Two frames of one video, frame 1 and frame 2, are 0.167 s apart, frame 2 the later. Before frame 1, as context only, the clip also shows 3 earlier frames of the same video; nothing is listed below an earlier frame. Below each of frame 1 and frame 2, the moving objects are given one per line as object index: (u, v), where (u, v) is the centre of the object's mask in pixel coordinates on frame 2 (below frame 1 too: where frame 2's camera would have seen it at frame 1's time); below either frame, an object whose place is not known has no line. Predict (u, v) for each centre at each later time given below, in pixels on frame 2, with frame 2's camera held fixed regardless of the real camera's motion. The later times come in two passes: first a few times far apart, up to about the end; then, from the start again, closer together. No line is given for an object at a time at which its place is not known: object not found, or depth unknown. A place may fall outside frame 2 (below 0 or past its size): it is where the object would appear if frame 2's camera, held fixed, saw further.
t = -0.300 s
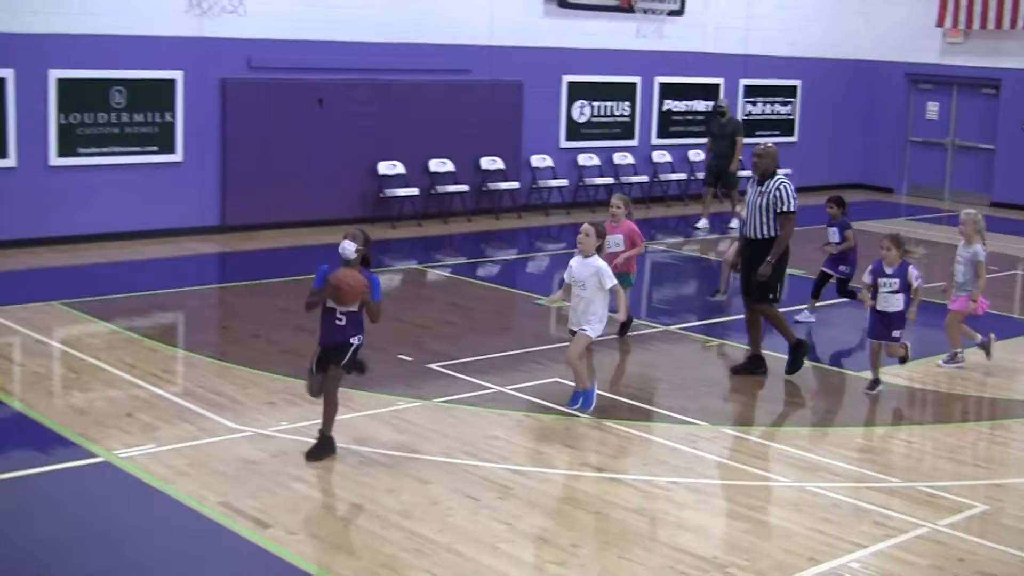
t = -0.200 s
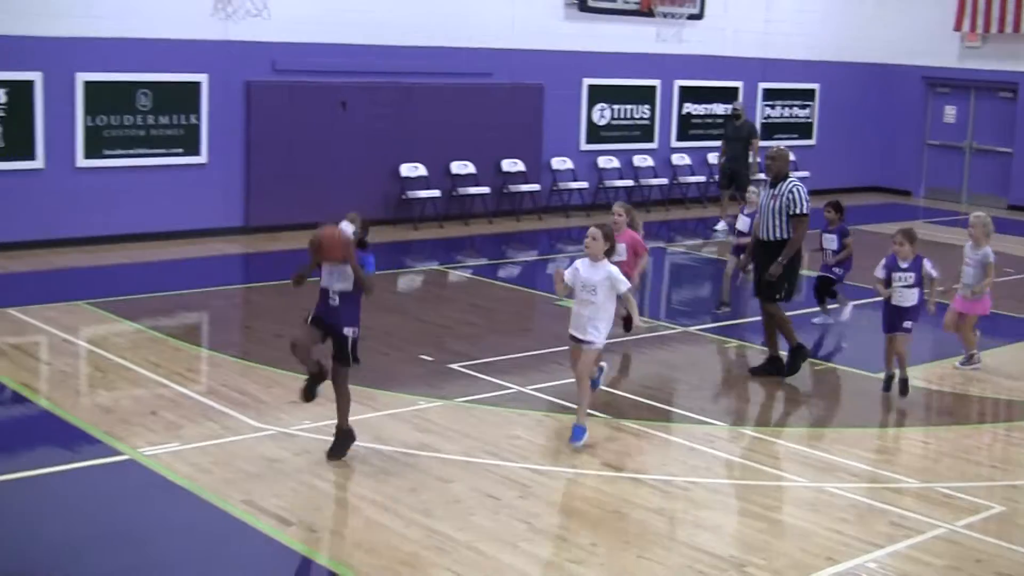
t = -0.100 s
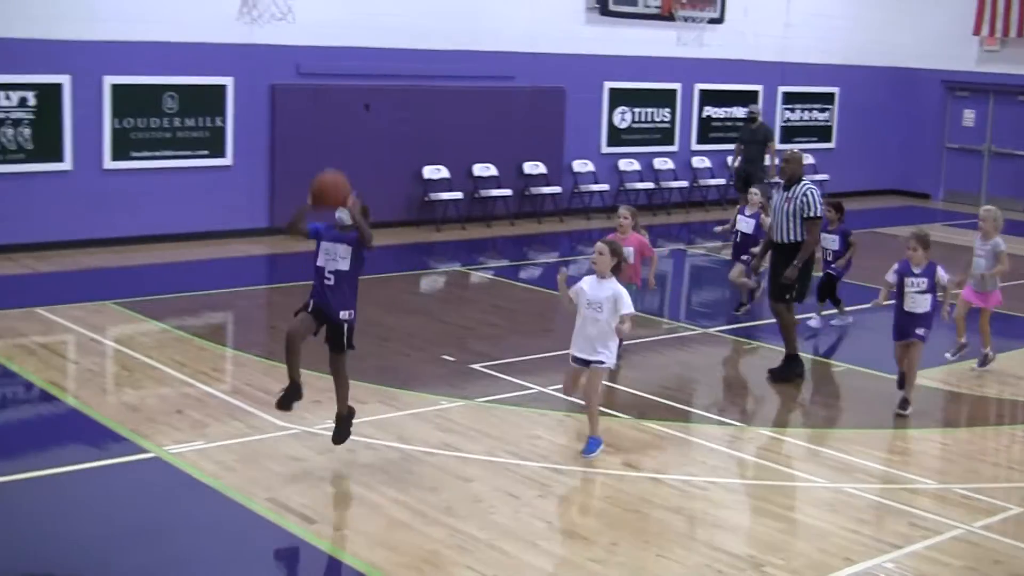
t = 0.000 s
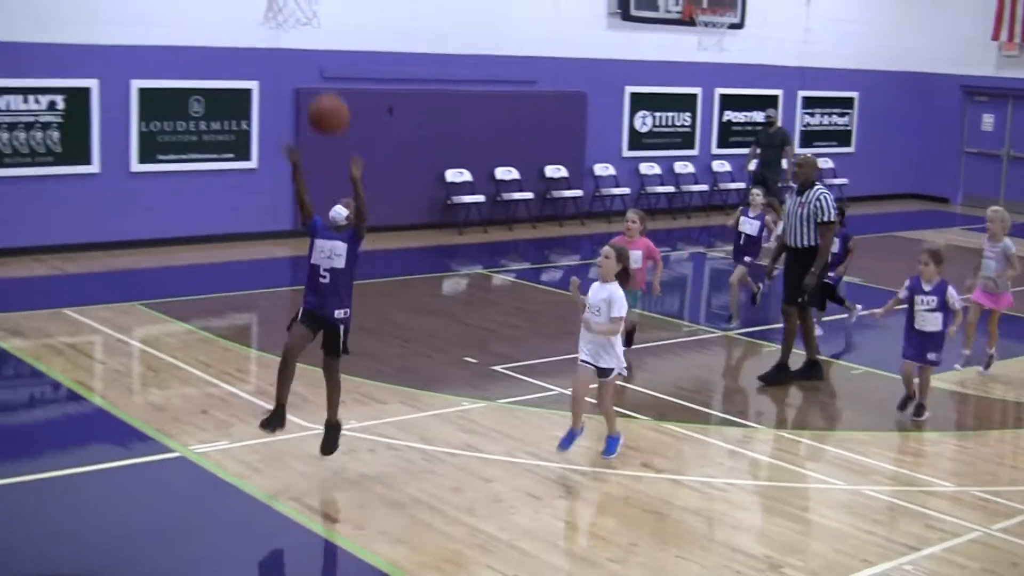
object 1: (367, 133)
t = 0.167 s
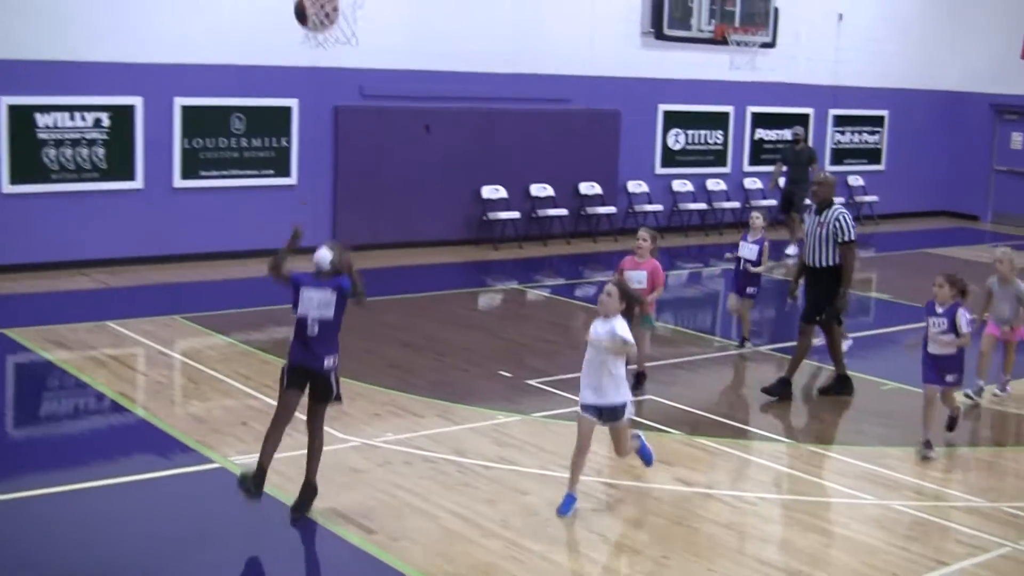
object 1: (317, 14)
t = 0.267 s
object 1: (276, 11)
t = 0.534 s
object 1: (154, 268)
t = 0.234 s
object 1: (289, -2)
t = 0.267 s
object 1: (276, 11)
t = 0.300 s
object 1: (261, 33)
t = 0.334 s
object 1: (245, 59)
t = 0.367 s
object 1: (230, 89)
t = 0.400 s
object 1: (214, 120)
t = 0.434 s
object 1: (200, 152)
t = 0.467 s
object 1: (181, 190)
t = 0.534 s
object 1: (154, 268)
